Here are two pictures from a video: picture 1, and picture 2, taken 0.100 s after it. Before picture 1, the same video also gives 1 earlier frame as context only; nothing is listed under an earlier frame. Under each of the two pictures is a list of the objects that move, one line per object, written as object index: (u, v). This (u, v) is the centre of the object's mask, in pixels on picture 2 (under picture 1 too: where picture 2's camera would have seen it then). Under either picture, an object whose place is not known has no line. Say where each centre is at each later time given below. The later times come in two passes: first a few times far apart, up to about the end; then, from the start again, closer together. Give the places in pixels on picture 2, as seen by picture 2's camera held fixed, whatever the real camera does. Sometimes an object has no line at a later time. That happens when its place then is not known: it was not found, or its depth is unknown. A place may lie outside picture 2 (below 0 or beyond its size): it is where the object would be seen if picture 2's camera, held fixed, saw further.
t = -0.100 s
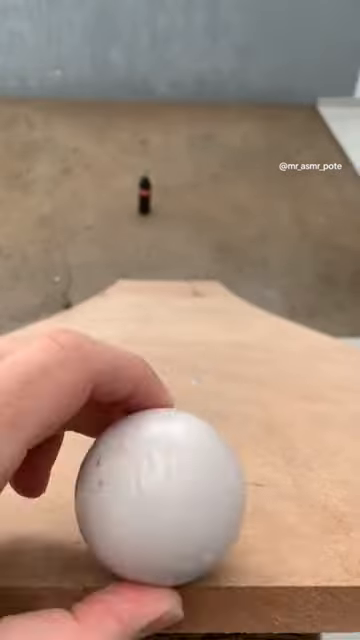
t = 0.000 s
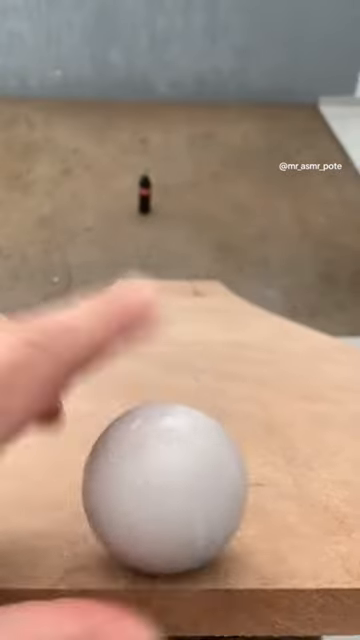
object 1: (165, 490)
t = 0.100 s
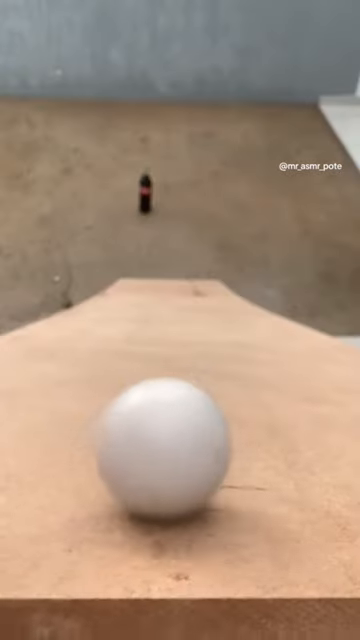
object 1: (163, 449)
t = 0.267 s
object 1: (151, 374)
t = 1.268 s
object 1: (147, 181)
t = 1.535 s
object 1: (165, 143)
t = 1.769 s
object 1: (178, 211)
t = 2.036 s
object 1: (193, 238)
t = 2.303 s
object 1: (207, 240)
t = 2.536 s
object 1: (219, 232)
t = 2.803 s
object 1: (231, 223)
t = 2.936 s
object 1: (236, 220)
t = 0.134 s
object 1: (162, 433)
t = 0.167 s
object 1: (159, 416)
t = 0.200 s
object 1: (156, 401)
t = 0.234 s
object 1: (154, 387)
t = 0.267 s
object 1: (151, 374)
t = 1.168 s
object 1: (145, 226)
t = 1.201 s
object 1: (145, 209)
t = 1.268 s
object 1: (147, 181)
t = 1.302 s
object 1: (149, 170)
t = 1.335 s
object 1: (152, 161)
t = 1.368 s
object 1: (154, 153)
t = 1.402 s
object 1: (156, 148)
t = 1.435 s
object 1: (159, 143)
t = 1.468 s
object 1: (161, 142)
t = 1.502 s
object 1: (163, 141)
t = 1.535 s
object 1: (165, 143)
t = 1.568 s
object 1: (168, 147)
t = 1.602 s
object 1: (170, 153)
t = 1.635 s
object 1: (172, 160)
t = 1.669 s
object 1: (174, 170)
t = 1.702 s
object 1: (176, 183)
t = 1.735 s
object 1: (177, 195)
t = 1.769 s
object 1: (178, 211)
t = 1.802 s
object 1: (179, 228)
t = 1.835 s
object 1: (180, 247)
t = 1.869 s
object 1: (182, 263)
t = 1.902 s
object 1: (184, 253)
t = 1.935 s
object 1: (187, 247)
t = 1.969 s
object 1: (189, 242)
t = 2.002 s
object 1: (191, 239)
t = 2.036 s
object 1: (193, 238)
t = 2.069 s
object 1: (194, 238)
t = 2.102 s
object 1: (196, 240)
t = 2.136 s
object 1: (198, 244)
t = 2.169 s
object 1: (200, 240)
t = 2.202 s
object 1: (202, 238)
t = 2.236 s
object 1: (204, 238)
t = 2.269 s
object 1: (206, 240)
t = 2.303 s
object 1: (207, 240)
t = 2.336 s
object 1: (209, 239)
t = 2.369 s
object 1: (211, 237)
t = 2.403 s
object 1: (213, 237)
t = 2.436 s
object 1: (214, 235)
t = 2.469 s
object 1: (216, 234)
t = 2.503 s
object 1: (218, 233)
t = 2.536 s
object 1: (219, 232)
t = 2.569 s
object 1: (221, 231)
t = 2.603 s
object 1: (223, 230)
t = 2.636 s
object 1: (224, 229)
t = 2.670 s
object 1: (225, 228)
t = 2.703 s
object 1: (227, 227)
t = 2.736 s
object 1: (228, 226)
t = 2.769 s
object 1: (230, 225)
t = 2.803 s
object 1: (231, 223)
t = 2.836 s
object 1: (232, 223)
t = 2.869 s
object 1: (233, 222)
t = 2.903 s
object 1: (235, 221)
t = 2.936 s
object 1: (236, 220)
